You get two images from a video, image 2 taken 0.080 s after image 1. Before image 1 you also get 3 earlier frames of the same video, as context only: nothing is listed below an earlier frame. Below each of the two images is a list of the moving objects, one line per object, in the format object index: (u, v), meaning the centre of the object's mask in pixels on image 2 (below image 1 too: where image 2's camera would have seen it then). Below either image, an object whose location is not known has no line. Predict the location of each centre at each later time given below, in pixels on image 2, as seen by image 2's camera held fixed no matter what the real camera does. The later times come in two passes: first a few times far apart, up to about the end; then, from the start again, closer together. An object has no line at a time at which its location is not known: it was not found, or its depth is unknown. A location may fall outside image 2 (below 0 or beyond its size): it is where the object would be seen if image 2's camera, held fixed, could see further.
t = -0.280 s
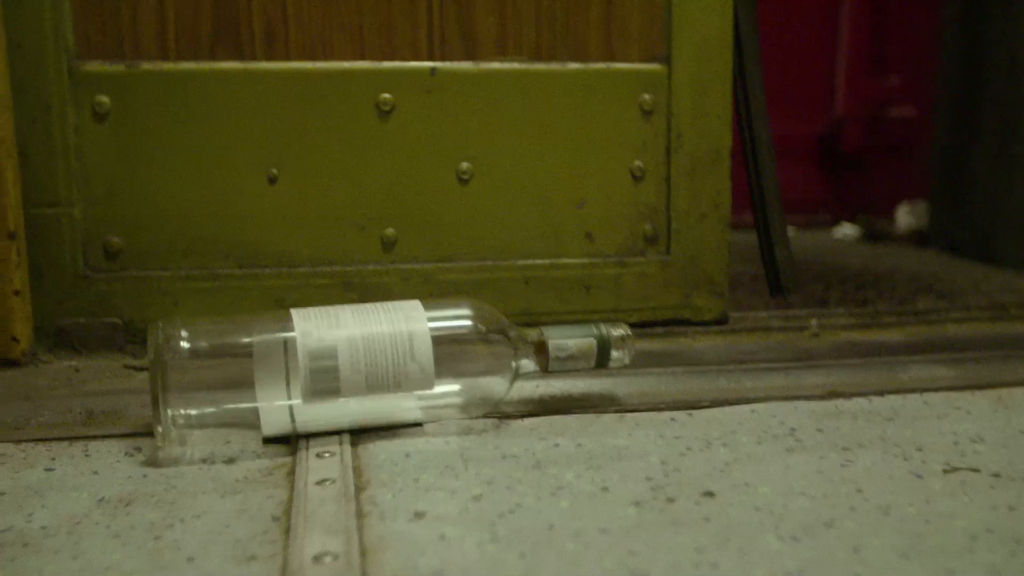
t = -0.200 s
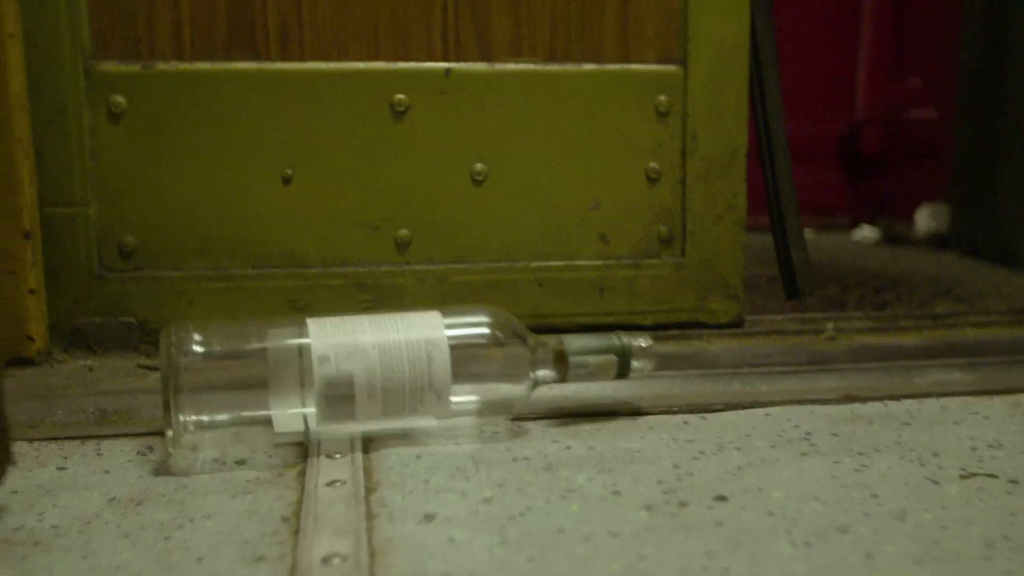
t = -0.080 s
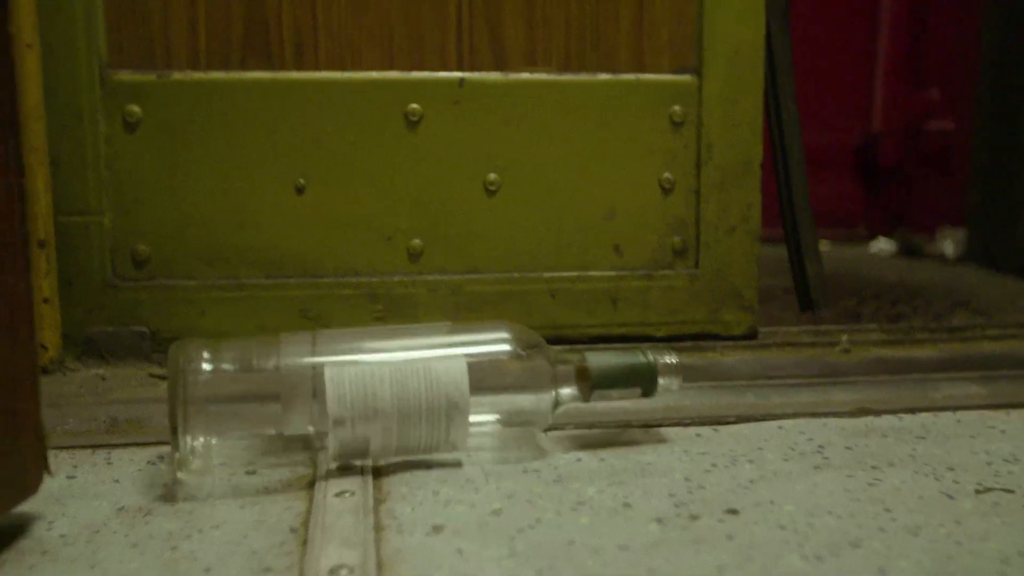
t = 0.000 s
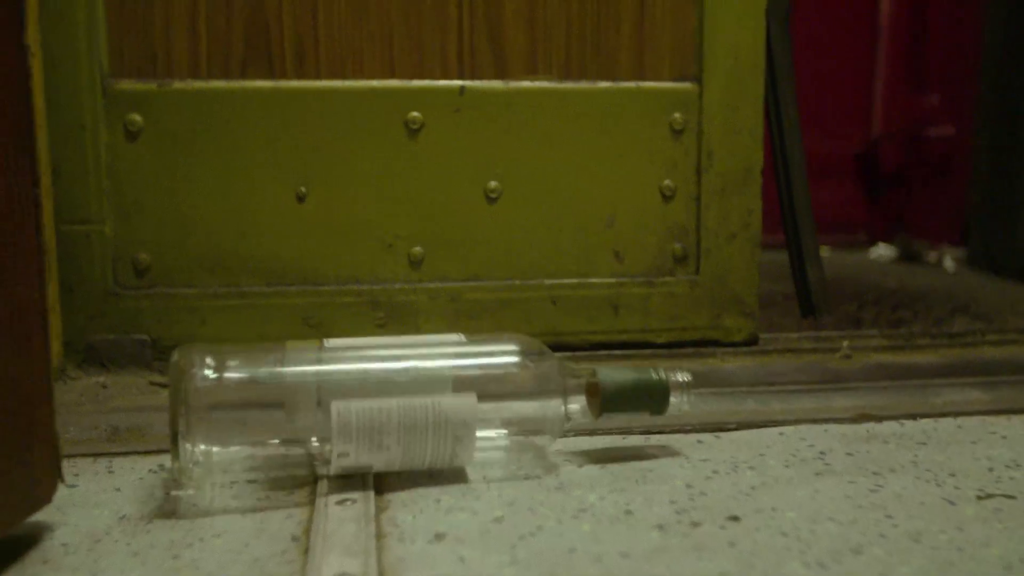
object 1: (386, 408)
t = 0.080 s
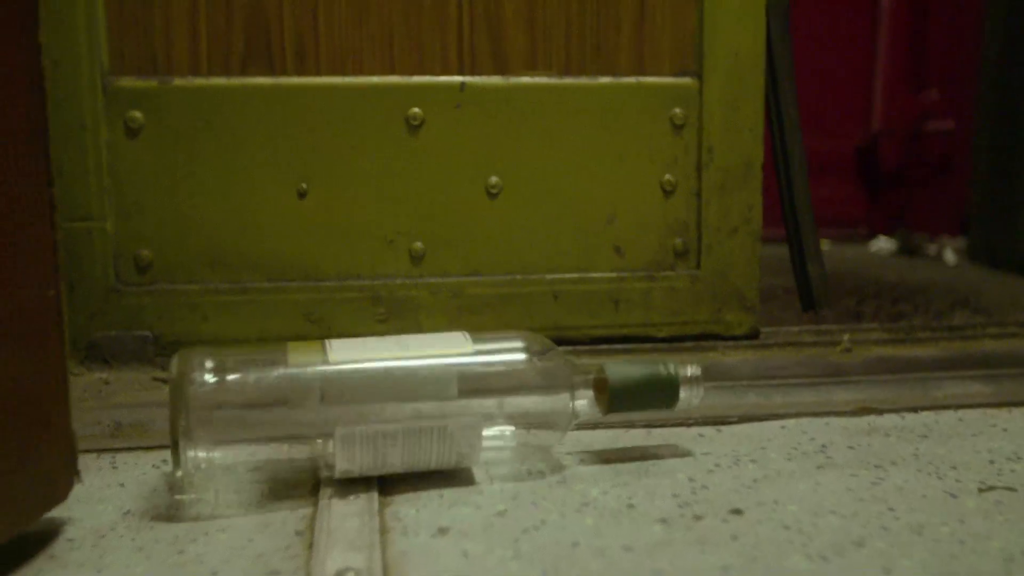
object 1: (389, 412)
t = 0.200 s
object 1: (392, 418)
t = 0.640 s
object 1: (404, 453)
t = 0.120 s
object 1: (391, 414)
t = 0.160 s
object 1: (391, 415)
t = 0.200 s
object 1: (392, 418)
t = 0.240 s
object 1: (396, 422)
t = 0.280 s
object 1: (396, 426)
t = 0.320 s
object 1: (398, 429)
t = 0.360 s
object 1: (399, 432)
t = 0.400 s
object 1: (400, 434)
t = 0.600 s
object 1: (406, 450)
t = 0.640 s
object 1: (404, 453)
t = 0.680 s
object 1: (418, 451)
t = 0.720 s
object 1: (408, 461)
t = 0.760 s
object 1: (409, 464)
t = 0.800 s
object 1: (411, 467)
